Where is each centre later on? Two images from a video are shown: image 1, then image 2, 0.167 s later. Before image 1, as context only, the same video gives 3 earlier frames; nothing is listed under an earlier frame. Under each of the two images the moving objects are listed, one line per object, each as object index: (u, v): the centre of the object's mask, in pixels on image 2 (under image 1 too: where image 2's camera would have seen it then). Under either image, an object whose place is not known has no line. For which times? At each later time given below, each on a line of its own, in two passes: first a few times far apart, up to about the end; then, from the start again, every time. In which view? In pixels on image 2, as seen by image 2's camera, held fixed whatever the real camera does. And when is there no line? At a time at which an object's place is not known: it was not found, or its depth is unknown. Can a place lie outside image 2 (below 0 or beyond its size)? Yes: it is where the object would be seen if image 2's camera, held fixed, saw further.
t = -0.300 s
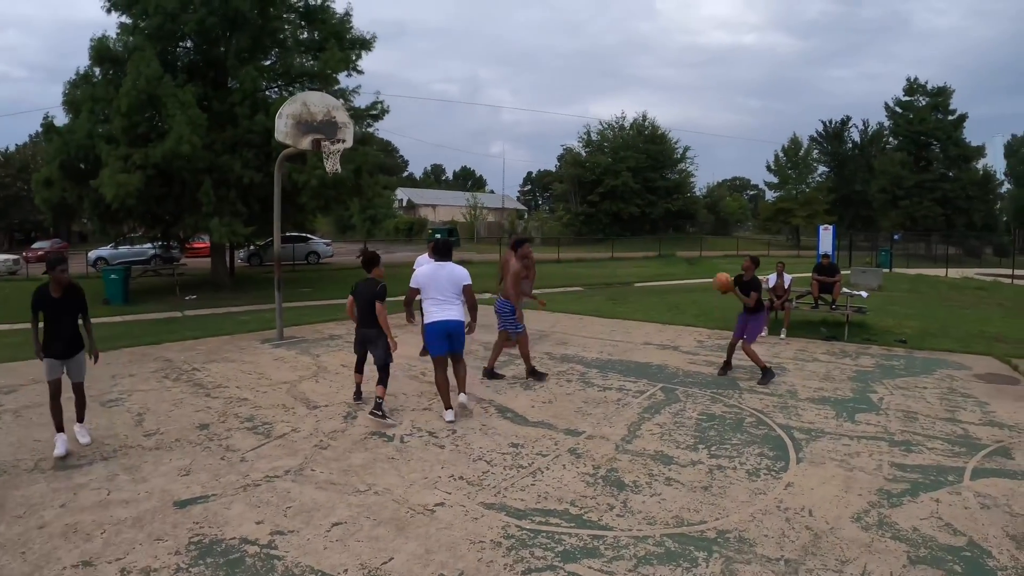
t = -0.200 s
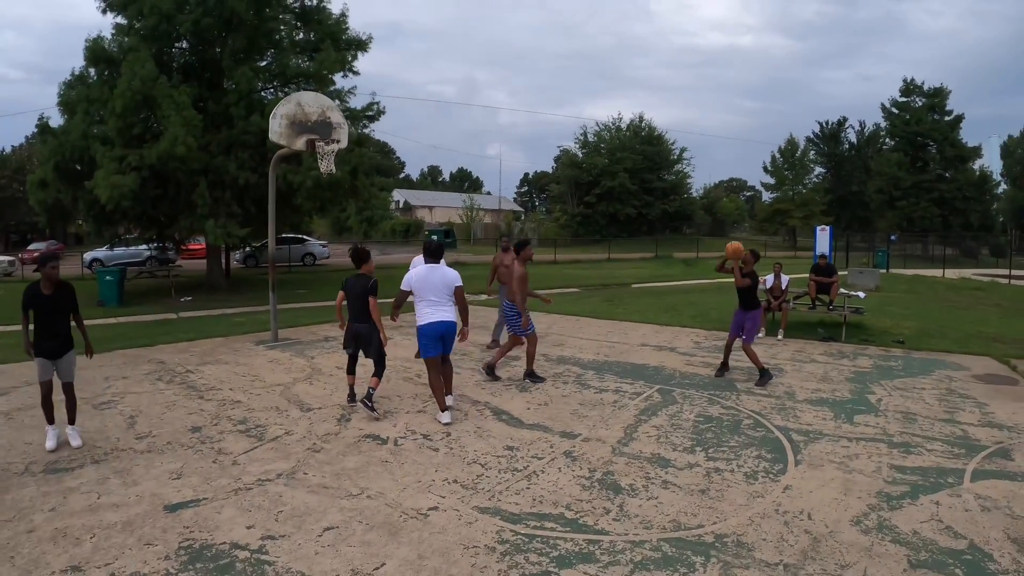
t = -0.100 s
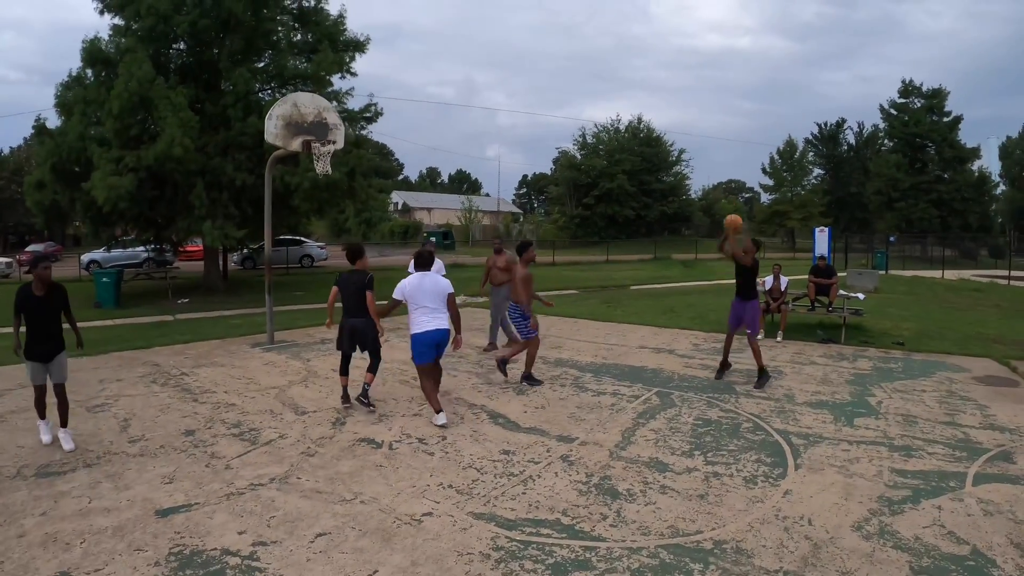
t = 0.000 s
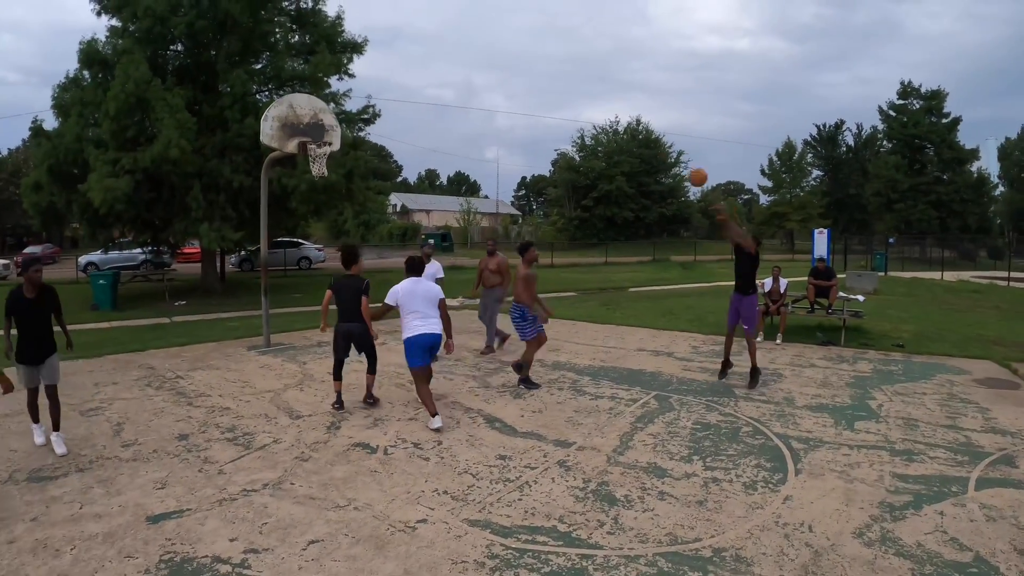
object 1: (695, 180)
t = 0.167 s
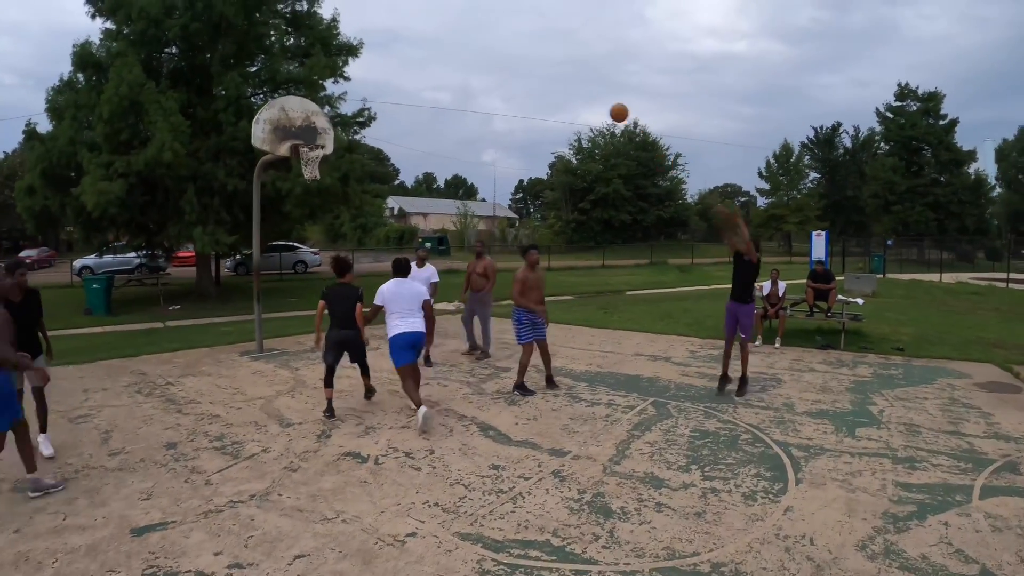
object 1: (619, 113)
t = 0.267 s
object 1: (573, 86)
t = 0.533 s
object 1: (459, 57)
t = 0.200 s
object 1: (603, 103)
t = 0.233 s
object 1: (588, 94)
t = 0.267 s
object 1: (573, 86)
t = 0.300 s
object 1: (558, 79)
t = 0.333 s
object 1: (543, 73)
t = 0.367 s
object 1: (529, 68)
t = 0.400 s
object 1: (514, 64)
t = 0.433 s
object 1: (500, 61)
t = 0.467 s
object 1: (486, 59)
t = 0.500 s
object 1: (473, 57)
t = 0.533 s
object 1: (459, 57)
